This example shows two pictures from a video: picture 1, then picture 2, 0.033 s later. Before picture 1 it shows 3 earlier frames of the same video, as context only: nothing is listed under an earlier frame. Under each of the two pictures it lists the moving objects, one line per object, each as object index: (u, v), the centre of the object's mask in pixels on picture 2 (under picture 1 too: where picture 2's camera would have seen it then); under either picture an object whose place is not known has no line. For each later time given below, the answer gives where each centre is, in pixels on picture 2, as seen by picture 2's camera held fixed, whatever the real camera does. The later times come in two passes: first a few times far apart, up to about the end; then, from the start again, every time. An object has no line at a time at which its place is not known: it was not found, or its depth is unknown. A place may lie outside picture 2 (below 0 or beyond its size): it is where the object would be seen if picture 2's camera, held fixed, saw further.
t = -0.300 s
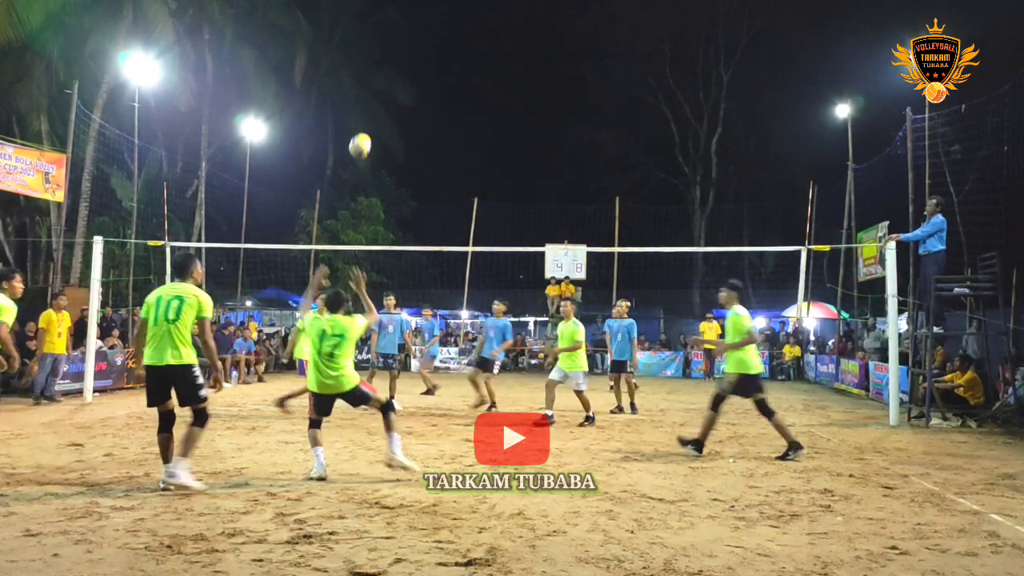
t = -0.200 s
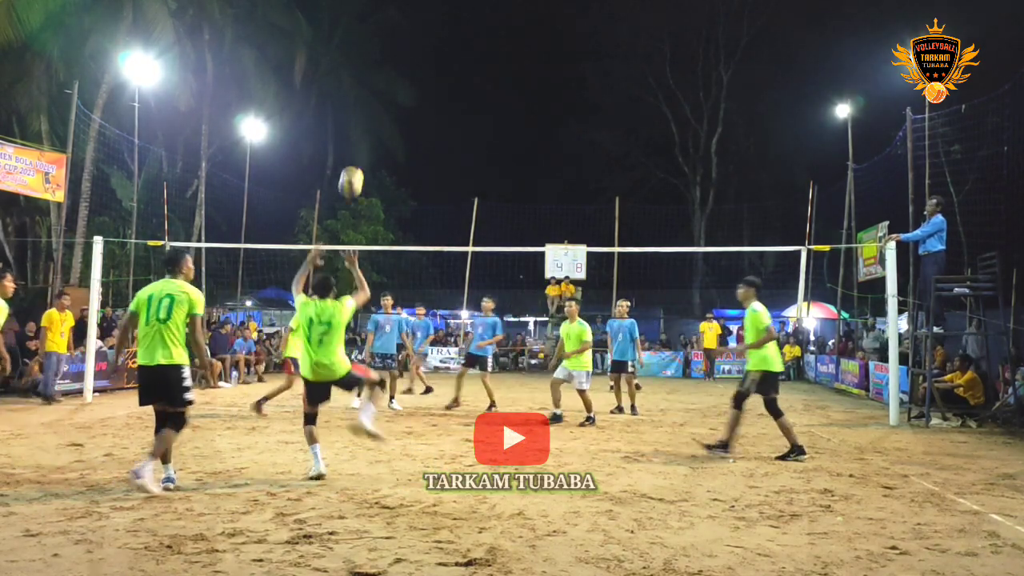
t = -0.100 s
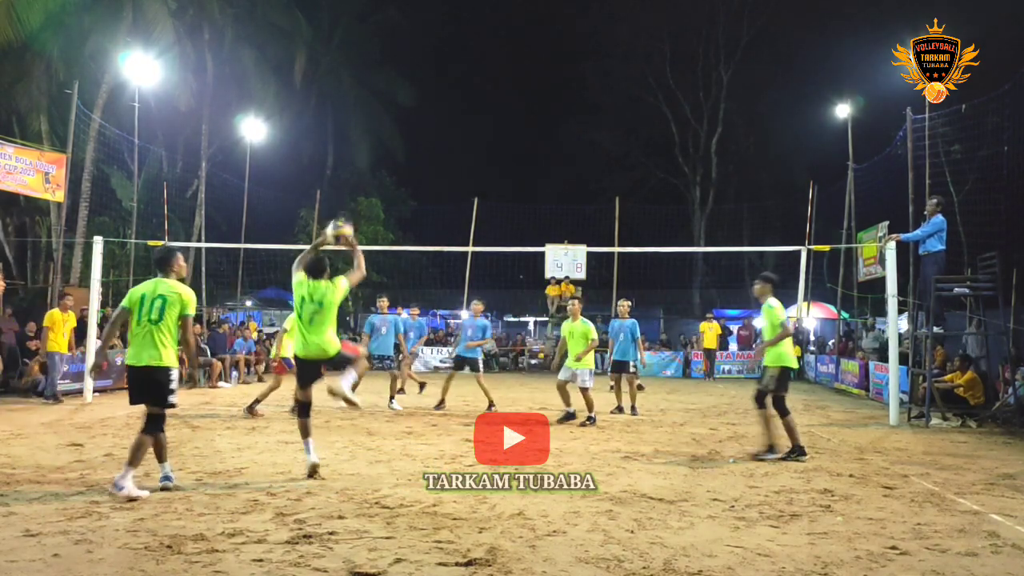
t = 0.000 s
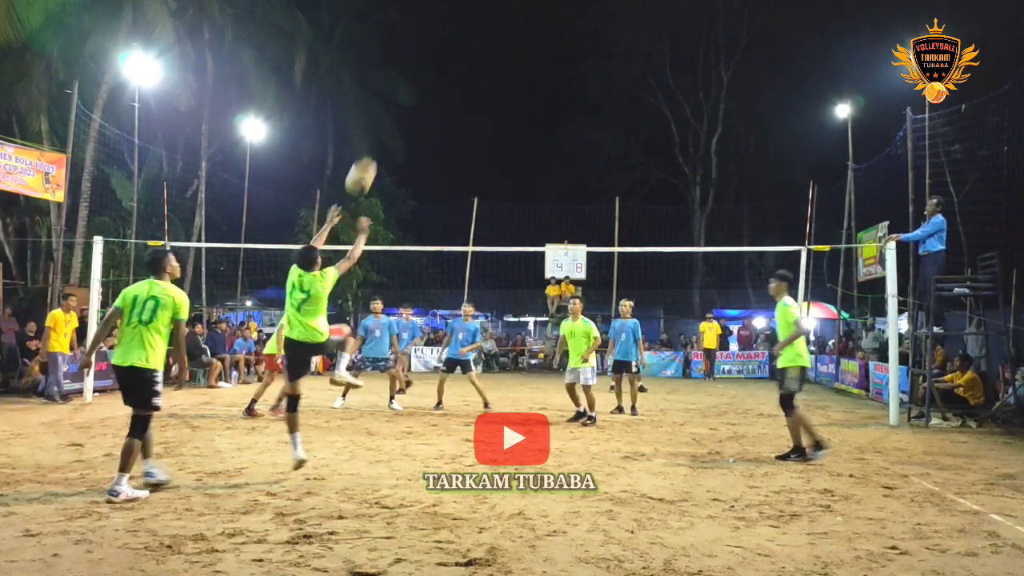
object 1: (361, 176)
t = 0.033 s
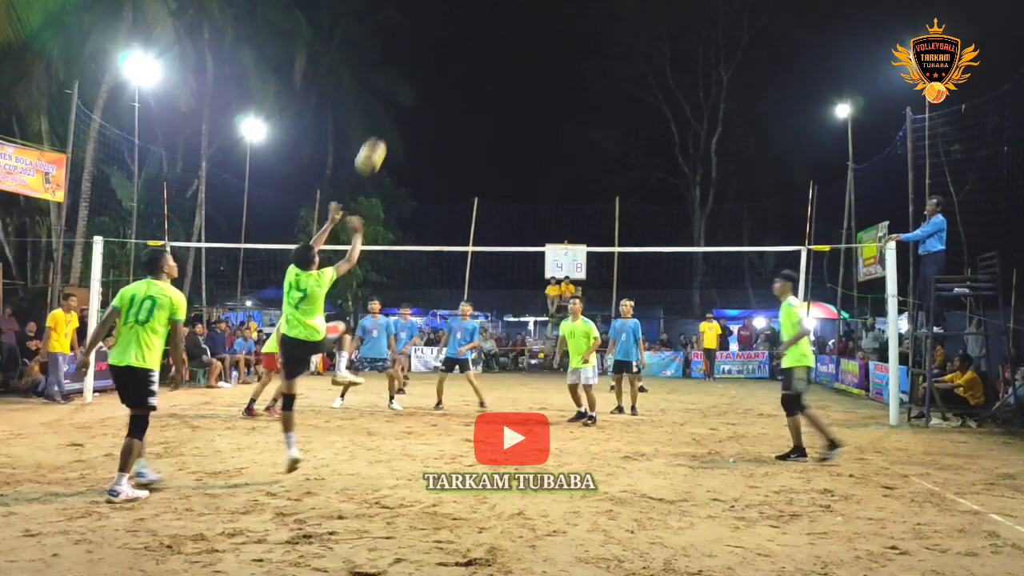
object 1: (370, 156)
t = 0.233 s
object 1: (421, 71)
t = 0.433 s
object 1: (461, 36)
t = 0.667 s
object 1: (499, 47)
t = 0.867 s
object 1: (526, 93)
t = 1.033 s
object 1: (546, 152)
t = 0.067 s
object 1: (380, 137)
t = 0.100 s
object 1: (388, 122)
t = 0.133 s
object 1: (397, 107)
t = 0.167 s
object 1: (406, 93)
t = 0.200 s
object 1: (413, 82)
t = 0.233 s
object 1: (421, 71)
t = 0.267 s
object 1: (428, 62)
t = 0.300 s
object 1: (436, 54)
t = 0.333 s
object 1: (442, 48)
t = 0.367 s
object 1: (449, 43)
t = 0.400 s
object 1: (455, 39)
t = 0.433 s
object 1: (461, 36)
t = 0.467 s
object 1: (467, 35)
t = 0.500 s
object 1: (473, 34)
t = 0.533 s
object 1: (478, 35)
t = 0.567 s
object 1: (483, 36)
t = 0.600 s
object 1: (489, 39)
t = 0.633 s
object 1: (494, 42)
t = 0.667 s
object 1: (499, 47)
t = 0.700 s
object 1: (504, 53)
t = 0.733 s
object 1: (508, 59)
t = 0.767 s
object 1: (513, 66)
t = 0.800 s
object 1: (518, 74)
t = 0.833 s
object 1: (522, 83)
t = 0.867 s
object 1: (526, 93)
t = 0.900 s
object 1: (530, 103)
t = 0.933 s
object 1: (534, 113)
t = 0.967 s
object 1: (539, 126)
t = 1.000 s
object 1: (542, 138)
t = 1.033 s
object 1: (546, 152)
